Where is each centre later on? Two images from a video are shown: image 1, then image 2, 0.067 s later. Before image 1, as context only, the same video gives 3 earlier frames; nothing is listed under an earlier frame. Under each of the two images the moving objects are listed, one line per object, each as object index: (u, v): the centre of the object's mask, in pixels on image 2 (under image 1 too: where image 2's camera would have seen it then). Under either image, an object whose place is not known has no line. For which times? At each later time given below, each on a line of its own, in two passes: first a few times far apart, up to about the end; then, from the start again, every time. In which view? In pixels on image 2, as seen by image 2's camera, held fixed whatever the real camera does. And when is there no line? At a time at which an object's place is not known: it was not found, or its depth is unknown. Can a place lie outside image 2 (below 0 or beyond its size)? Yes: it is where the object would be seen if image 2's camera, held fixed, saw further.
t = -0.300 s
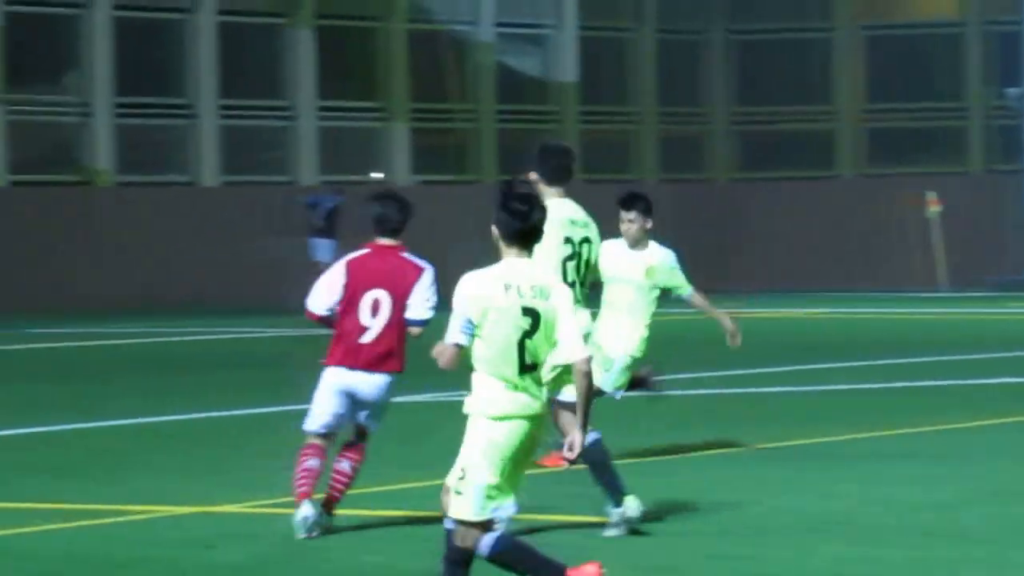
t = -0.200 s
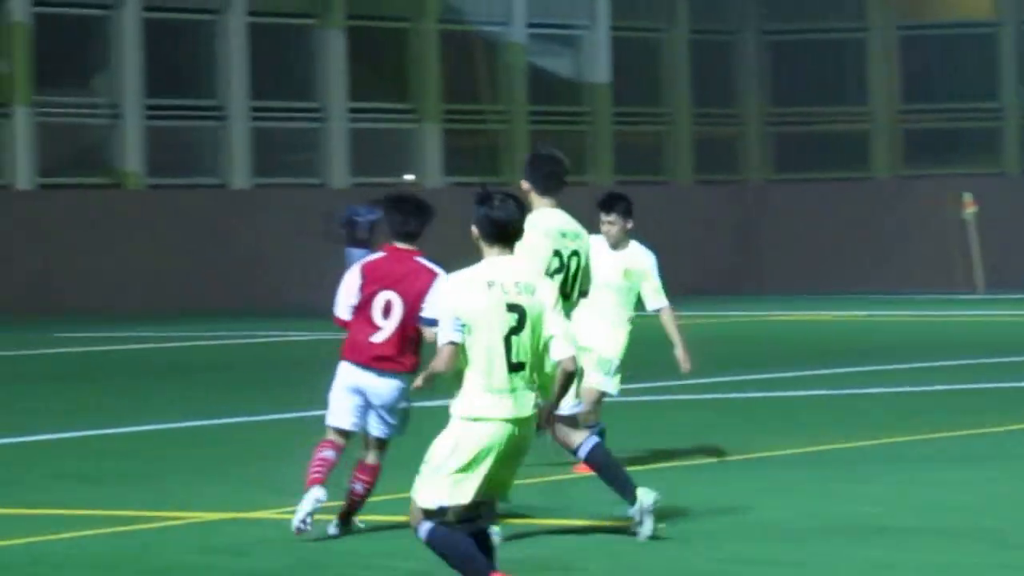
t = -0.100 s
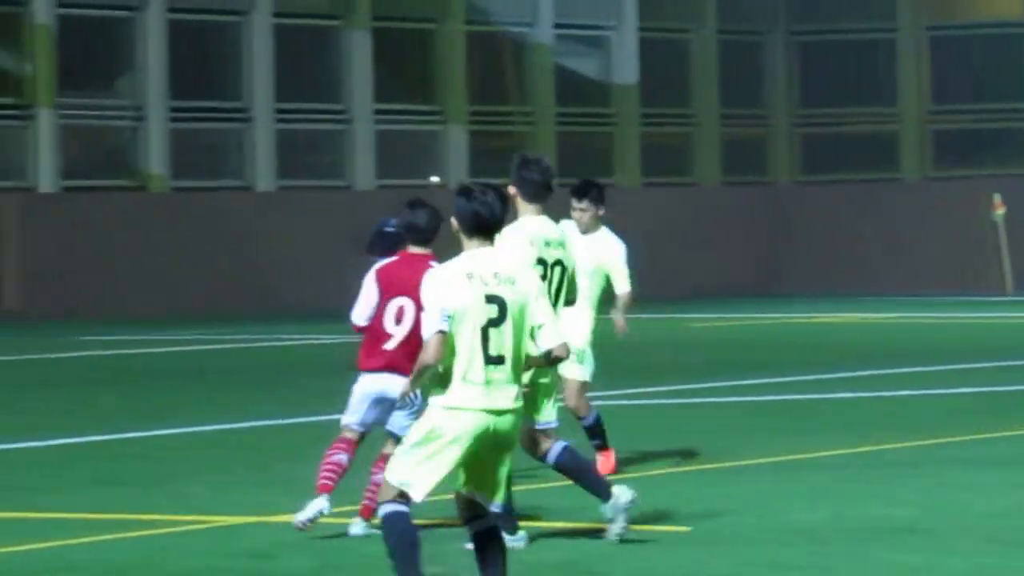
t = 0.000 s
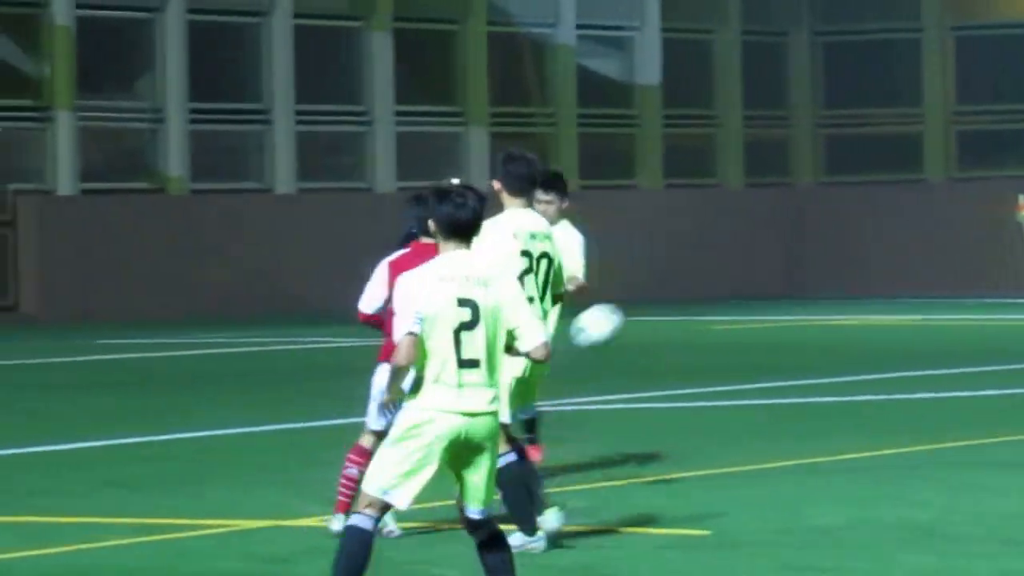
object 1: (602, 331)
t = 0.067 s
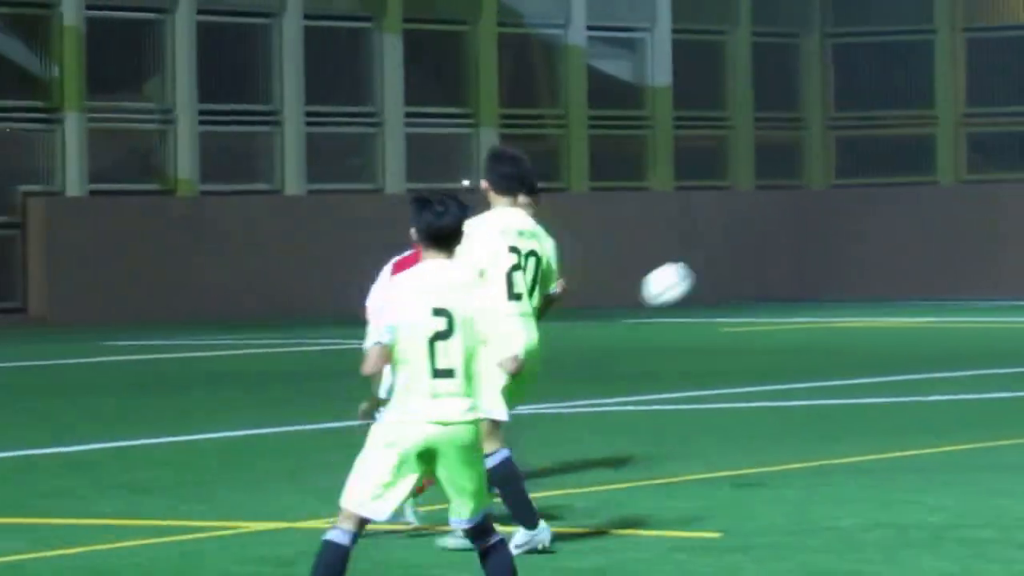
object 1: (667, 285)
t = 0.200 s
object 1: (796, 218)
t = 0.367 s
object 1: (978, 175)
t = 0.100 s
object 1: (698, 265)
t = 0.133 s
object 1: (730, 248)
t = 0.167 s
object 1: (763, 232)
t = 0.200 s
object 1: (796, 218)
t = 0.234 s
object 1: (830, 205)
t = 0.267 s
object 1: (866, 194)
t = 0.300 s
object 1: (903, 186)
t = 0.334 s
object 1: (939, 180)
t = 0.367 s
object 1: (978, 175)
